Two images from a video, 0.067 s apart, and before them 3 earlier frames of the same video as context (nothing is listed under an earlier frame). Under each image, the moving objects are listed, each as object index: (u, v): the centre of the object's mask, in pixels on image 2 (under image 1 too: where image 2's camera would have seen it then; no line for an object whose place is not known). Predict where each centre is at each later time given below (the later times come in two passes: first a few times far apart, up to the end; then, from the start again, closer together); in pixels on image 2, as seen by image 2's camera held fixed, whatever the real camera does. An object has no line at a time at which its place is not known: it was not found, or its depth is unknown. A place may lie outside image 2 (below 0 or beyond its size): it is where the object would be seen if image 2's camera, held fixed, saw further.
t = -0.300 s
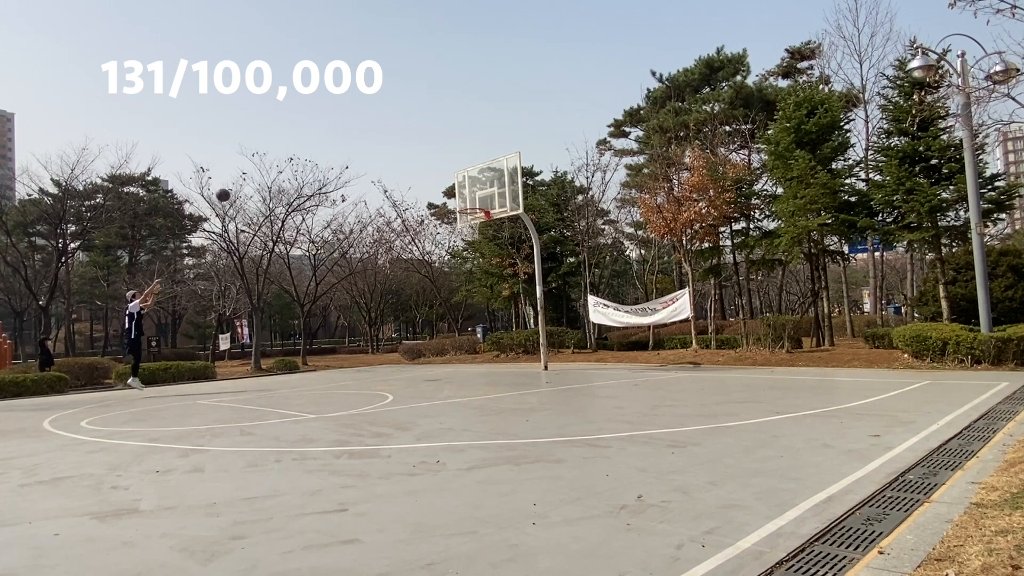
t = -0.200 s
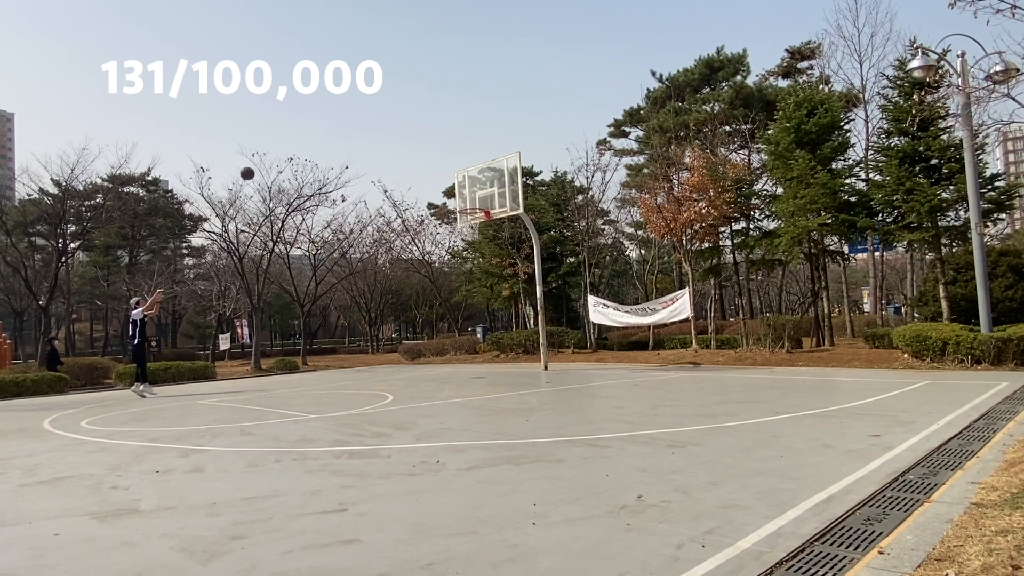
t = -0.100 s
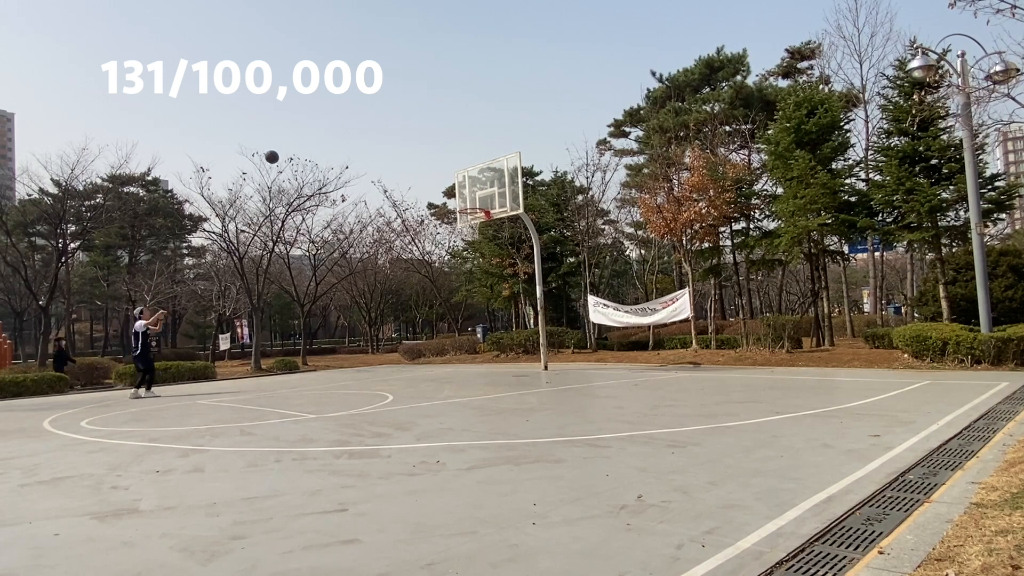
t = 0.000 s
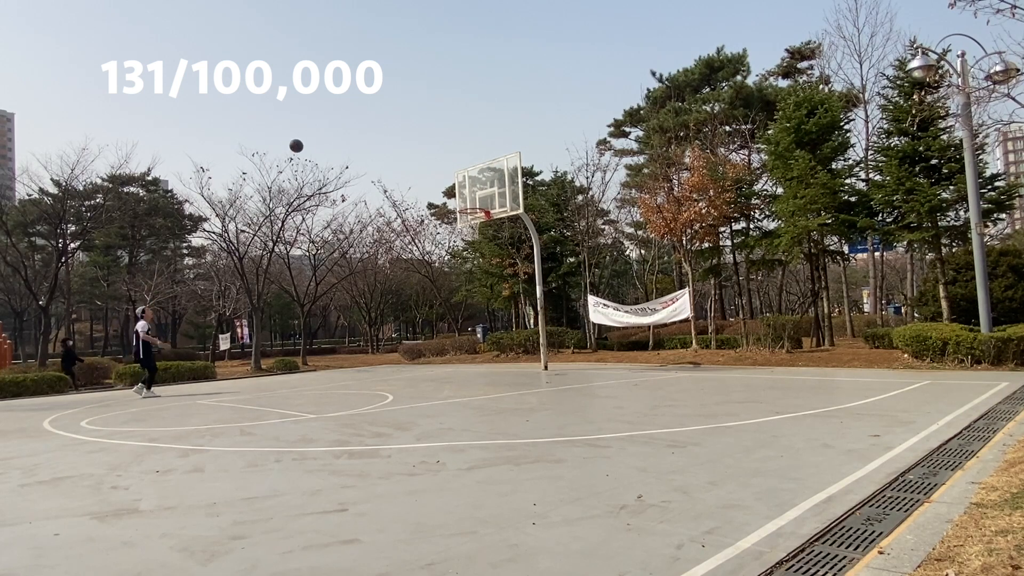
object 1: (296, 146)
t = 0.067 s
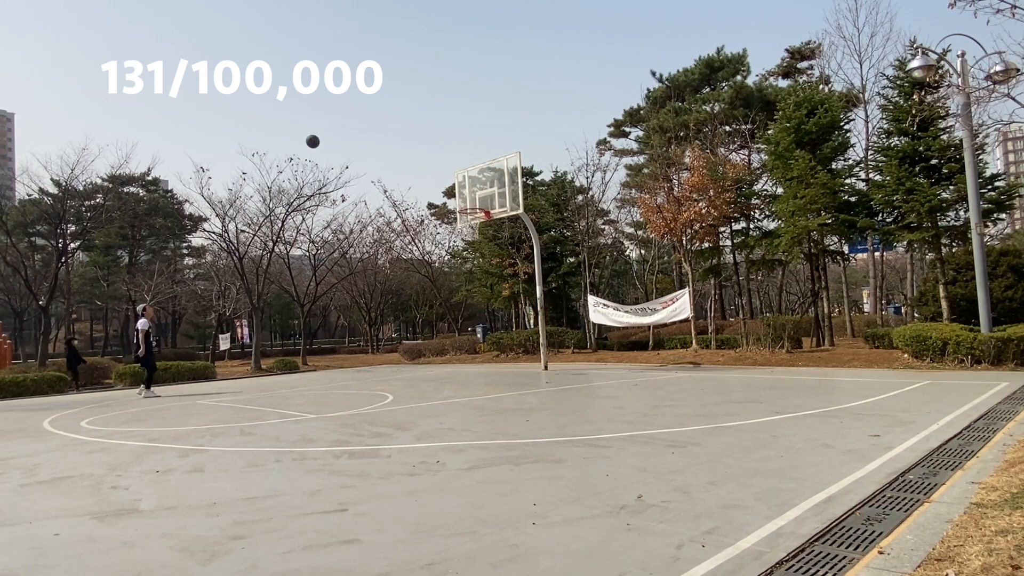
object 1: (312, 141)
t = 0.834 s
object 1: (486, 226)
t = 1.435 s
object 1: (501, 359)
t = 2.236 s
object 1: (467, 272)
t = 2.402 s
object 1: (461, 293)
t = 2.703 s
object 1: (456, 362)
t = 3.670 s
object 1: (456, 335)
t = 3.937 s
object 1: (459, 345)
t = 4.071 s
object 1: (460, 328)
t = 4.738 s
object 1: (468, 360)
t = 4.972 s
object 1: (468, 336)
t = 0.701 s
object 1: (476, 216)
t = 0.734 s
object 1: (481, 218)
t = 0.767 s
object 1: (480, 219)
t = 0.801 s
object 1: (484, 223)
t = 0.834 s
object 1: (486, 226)
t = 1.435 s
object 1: (501, 359)
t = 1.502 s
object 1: (499, 358)
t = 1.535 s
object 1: (497, 347)
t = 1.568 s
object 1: (495, 337)
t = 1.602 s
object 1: (493, 329)
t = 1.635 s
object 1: (491, 321)
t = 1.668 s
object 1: (490, 314)
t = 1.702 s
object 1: (489, 307)
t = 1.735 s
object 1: (487, 300)
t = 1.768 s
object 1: (485, 294)
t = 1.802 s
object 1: (483, 289)
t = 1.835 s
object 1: (482, 284)
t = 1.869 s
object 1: (480, 280)
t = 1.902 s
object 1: (478, 277)
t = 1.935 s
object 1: (477, 274)
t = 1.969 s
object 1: (476, 272)
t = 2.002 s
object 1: (474, 270)
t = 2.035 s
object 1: (473, 268)
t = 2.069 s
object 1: (472, 268)
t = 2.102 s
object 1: (471, 268)
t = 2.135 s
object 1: (469, 268)
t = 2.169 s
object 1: (468, 269)
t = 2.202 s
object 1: (467, 270)
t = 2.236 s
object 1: (467, 272)
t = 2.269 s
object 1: (466, 277)
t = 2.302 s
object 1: (464, 280)
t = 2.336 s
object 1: (464, 284)
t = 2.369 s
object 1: (463, 289)
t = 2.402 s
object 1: (461, 293)
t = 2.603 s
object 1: (458, 334)
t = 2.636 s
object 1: (455, 343)
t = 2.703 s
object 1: (456, 362)
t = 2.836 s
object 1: (454, 344)
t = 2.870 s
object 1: (454, 337)
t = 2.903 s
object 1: (454, 331)
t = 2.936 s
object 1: (454, 325)
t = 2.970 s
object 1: (453, 320)
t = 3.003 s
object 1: (454, 316)
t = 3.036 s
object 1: (454, 312)
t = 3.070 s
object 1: (454, 308)
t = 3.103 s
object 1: (454, 305)
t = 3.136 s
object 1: (453, 303)
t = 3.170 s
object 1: (453, 301)
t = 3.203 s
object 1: (453, 300)
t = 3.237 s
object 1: (453, 299)
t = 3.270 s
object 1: (453, 299)
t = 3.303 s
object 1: (453, 299)
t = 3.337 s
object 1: (454, 300)
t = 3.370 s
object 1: (453, 301)
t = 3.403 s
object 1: (454, 303)
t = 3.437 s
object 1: (454, 305)
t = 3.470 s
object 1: (455, 308)
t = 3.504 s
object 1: (455, 311)
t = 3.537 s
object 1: (455, 315)
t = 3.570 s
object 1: (456, 319)
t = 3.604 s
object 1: (456, 324)
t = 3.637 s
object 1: (456, 329)
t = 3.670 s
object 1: (456, 335)
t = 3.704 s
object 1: (457, 341)
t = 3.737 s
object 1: (457, 348)
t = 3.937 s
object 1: (459, 345)
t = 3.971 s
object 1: (459, 339)
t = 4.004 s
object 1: (459, 335)
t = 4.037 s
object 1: (460, 331)
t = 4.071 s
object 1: (460, 328)
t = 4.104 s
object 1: (460, 325)
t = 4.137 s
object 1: (460, 322)
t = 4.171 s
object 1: (460, 320)
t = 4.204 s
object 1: (461, 318)
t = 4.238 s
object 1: (461, 317)
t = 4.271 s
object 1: (461, 317)
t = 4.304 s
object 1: (461, 317)
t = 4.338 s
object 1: (462, 317)
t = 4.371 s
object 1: (462, 318)
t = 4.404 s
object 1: (462, 319)
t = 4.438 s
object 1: (463, 322)
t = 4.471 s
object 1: (463, 324)
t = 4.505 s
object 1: (463, 326)
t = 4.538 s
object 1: (464, 330)
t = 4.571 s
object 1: (464, 333)
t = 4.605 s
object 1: (465, 337)
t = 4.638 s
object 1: (464, 342)
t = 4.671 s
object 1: (465, 347)
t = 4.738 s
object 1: (468, 360)
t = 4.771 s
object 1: (468, 363)
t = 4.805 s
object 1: (468, 357)
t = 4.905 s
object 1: (467, 344)
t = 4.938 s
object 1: (468, 339)
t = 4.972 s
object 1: (468, 336)
